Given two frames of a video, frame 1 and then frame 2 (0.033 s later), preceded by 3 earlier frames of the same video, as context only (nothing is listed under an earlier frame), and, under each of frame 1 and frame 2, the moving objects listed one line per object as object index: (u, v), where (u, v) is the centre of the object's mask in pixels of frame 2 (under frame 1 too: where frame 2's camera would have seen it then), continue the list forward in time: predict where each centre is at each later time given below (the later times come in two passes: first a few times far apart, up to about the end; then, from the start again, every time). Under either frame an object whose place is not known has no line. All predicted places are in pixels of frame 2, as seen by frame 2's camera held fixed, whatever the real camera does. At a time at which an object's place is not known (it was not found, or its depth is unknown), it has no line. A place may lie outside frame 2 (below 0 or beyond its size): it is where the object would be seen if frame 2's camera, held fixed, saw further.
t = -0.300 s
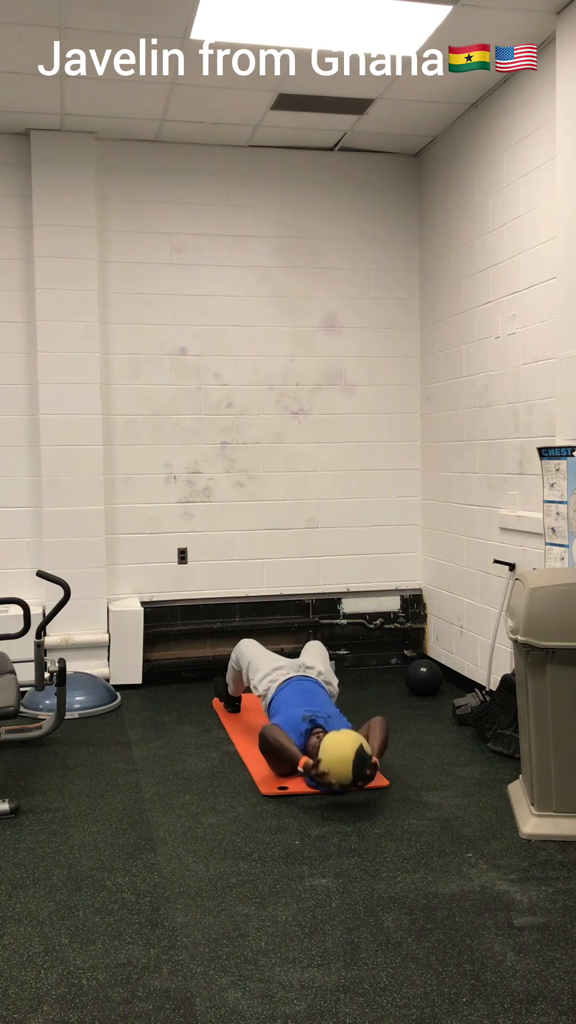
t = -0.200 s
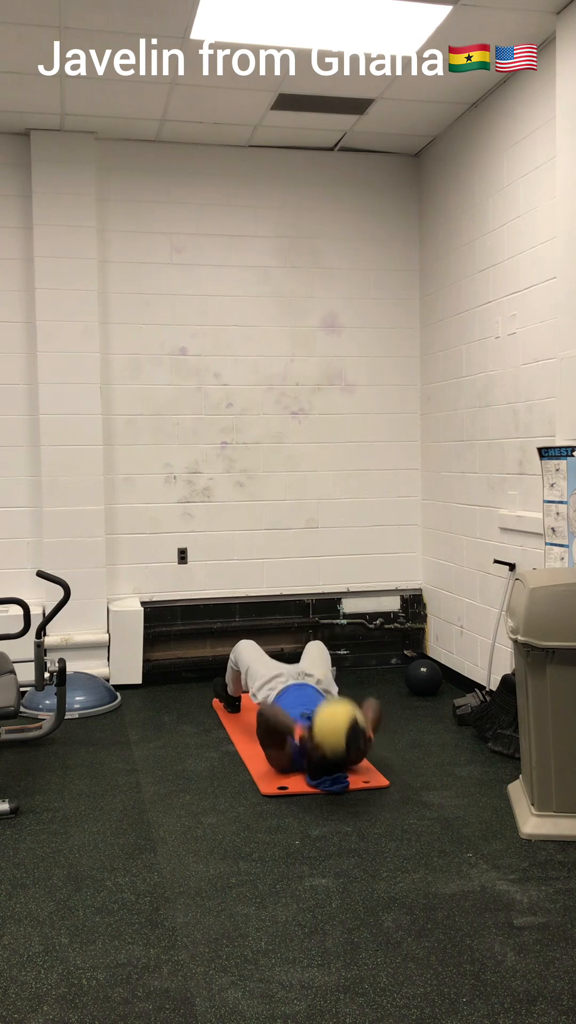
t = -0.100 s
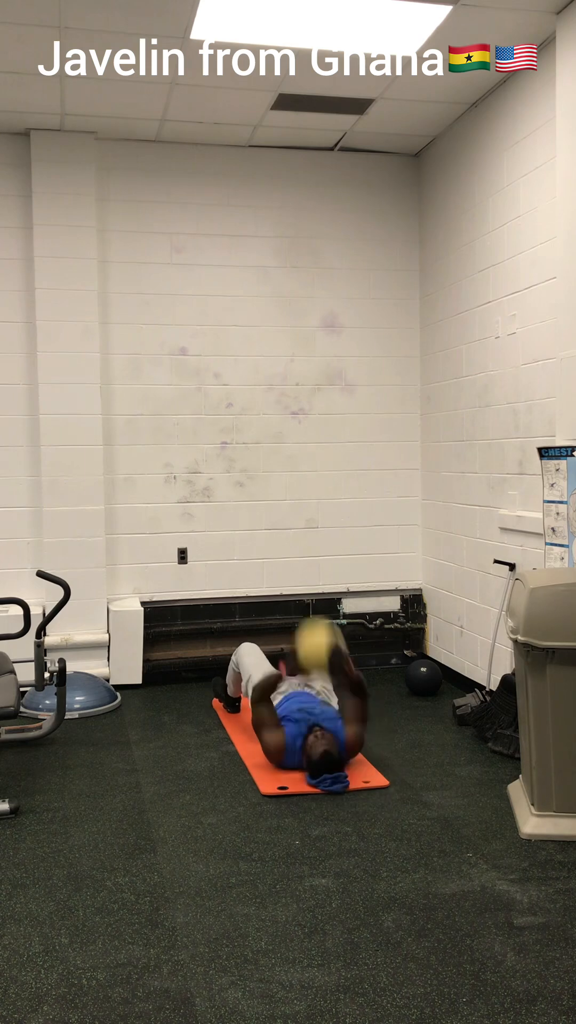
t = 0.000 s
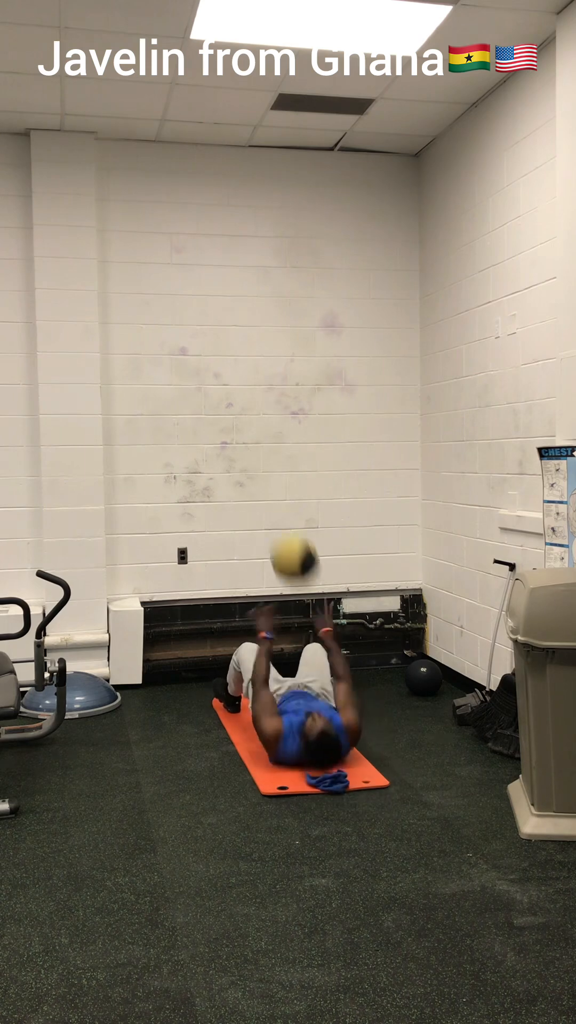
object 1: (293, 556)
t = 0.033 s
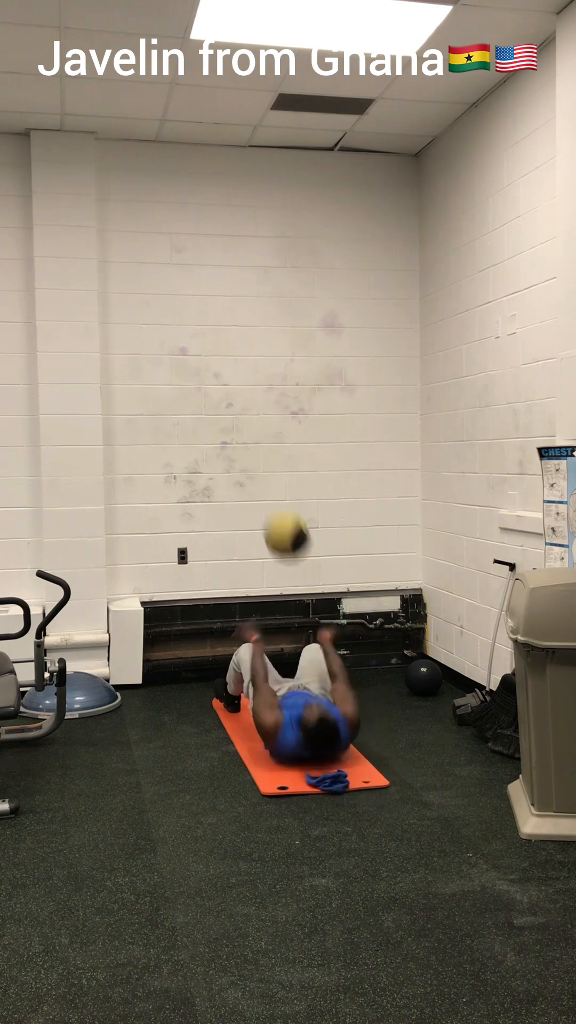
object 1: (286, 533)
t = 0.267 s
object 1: (246, 454)
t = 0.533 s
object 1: (275, 487)
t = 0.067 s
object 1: (279, 515)
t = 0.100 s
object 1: (272, 497)
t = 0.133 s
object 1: (266, 484)
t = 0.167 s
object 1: (260, 473)
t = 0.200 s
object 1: (255, 464)
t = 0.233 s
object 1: (250, 458)
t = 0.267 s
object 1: (246, 454)
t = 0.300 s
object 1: (242, 451)
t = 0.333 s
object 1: (246, 451)
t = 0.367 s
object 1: (251, 453)
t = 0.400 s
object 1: (255, 456)
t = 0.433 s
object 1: (260, 461)
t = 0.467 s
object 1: (264, 467)
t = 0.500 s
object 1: (270, 477)
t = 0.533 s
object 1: (275, 487)
